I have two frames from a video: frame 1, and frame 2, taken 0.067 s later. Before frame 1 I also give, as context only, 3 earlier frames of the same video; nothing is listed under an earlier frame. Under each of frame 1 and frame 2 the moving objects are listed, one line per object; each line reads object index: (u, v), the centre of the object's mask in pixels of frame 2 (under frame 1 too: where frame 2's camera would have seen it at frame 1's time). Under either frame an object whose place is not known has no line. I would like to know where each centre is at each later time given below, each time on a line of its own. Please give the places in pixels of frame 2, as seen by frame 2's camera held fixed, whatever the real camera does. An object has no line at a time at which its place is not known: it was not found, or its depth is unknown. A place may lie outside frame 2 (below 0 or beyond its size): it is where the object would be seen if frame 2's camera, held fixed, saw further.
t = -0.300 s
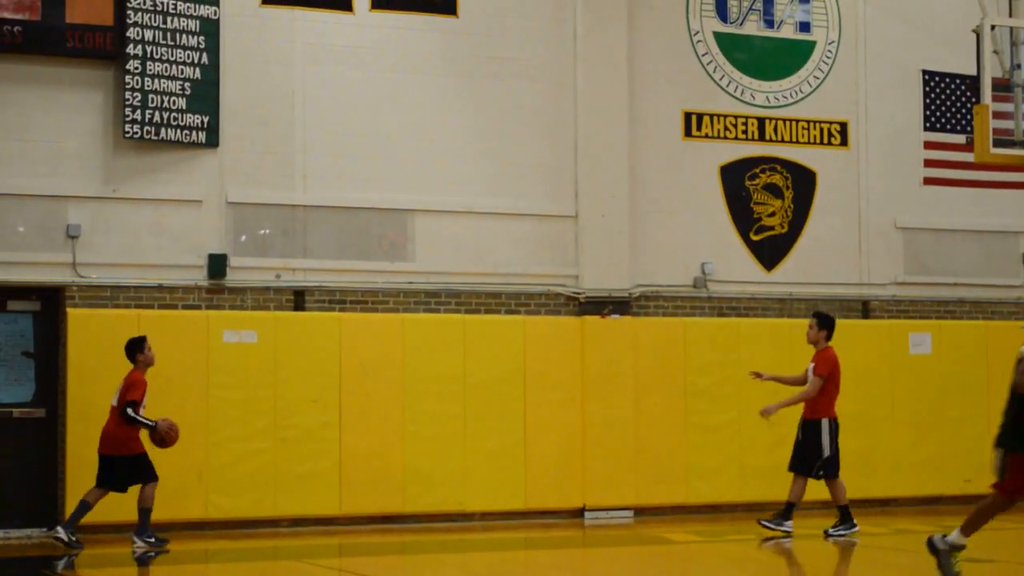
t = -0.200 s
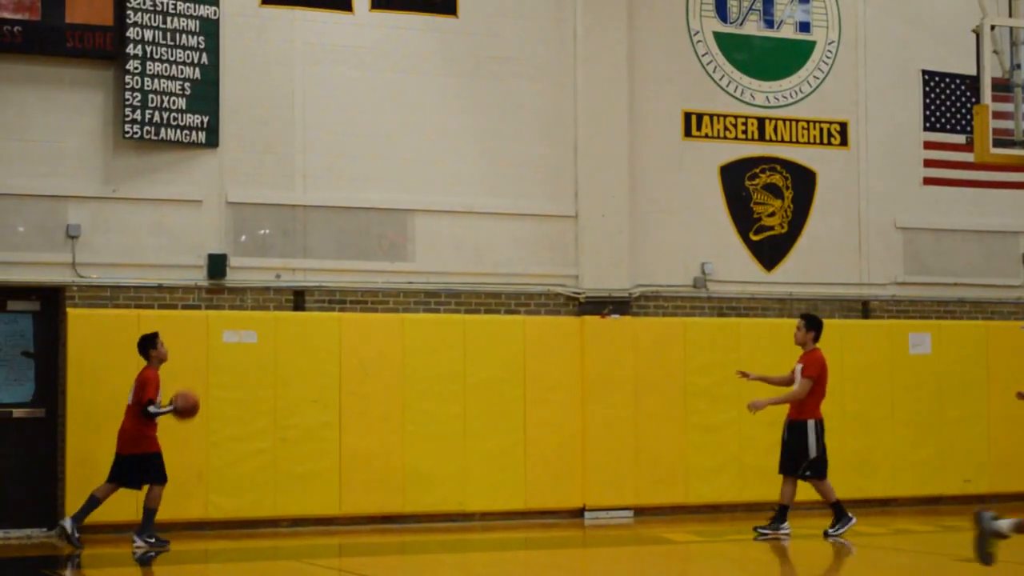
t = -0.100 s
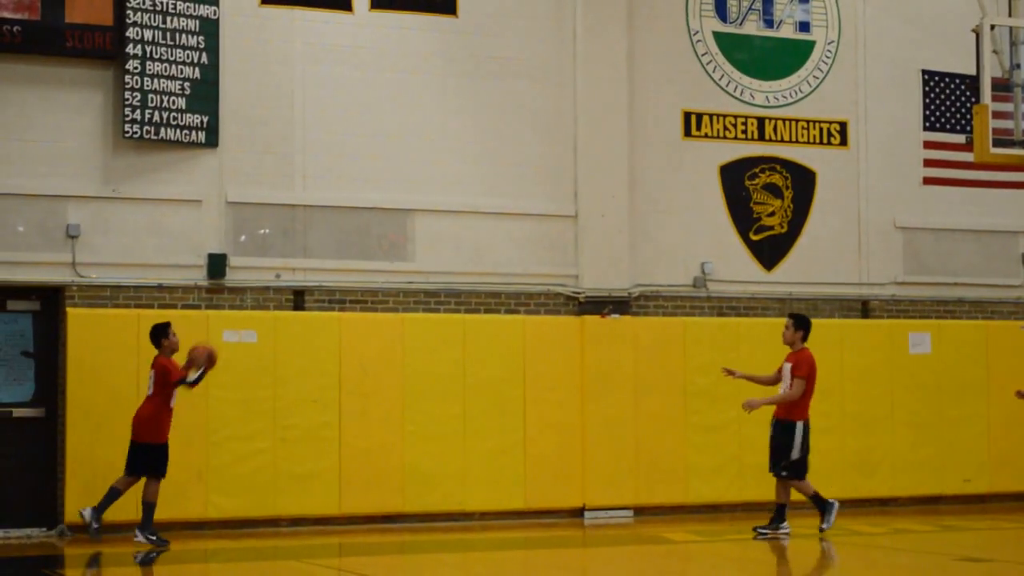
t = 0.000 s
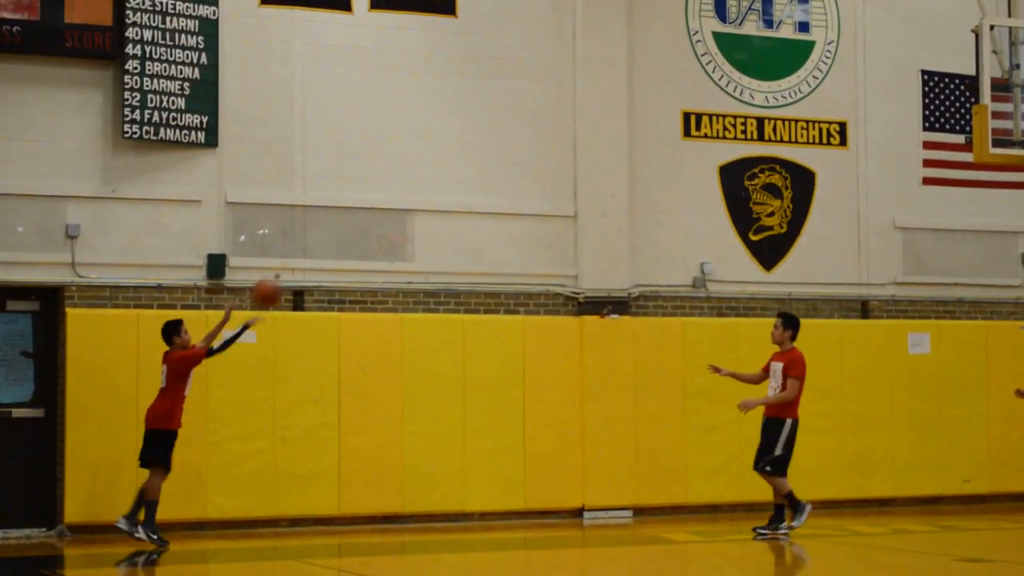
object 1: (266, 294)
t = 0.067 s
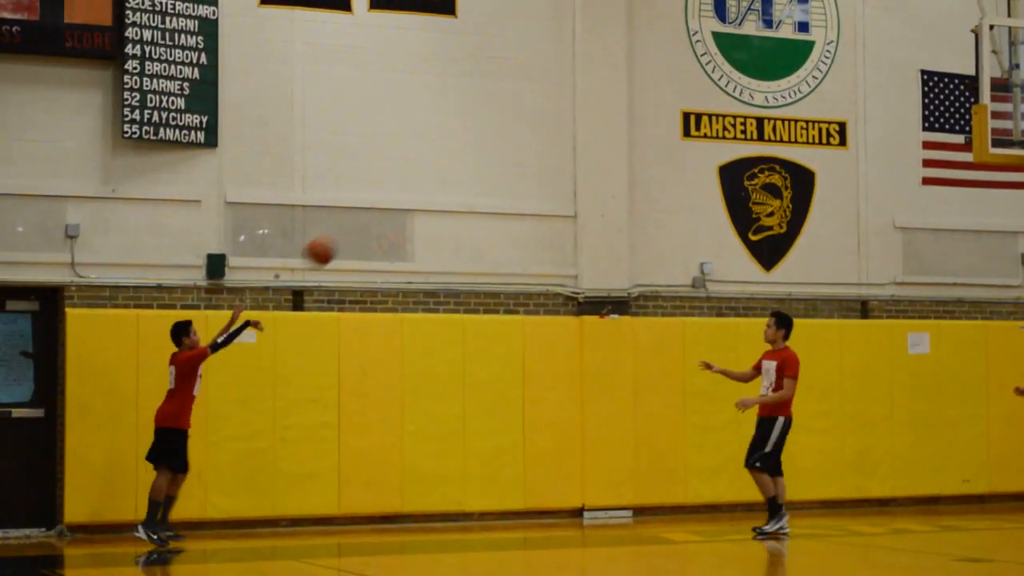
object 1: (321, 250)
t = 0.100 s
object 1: (347, 233)
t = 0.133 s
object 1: (373, 216)
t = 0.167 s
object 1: (400, 201)
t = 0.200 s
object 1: (426, 187)
